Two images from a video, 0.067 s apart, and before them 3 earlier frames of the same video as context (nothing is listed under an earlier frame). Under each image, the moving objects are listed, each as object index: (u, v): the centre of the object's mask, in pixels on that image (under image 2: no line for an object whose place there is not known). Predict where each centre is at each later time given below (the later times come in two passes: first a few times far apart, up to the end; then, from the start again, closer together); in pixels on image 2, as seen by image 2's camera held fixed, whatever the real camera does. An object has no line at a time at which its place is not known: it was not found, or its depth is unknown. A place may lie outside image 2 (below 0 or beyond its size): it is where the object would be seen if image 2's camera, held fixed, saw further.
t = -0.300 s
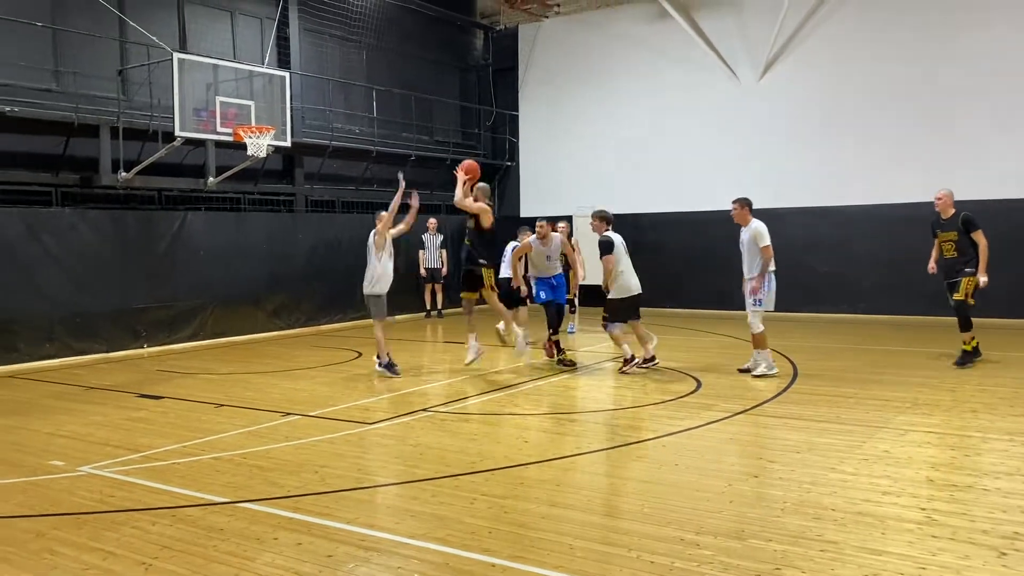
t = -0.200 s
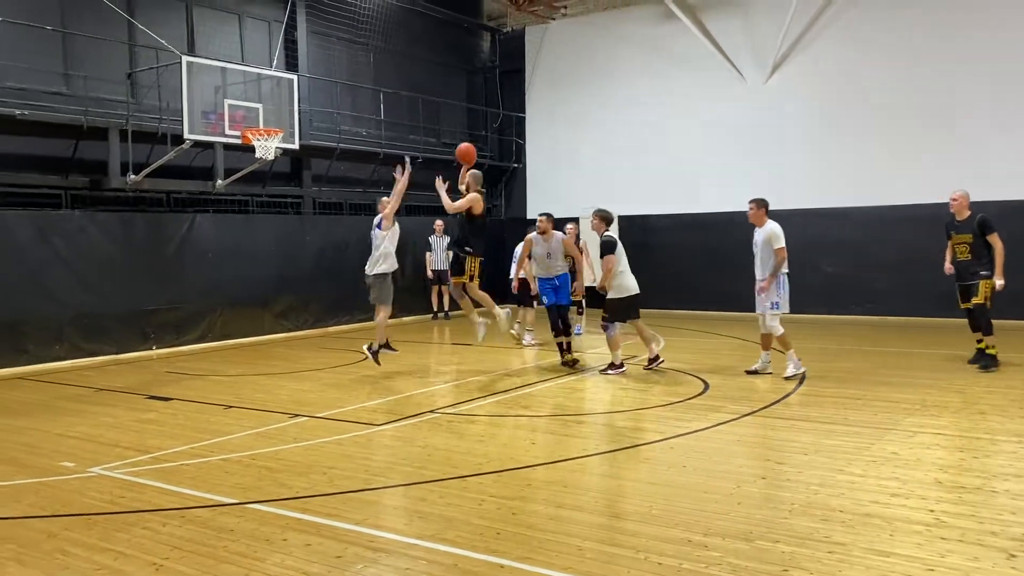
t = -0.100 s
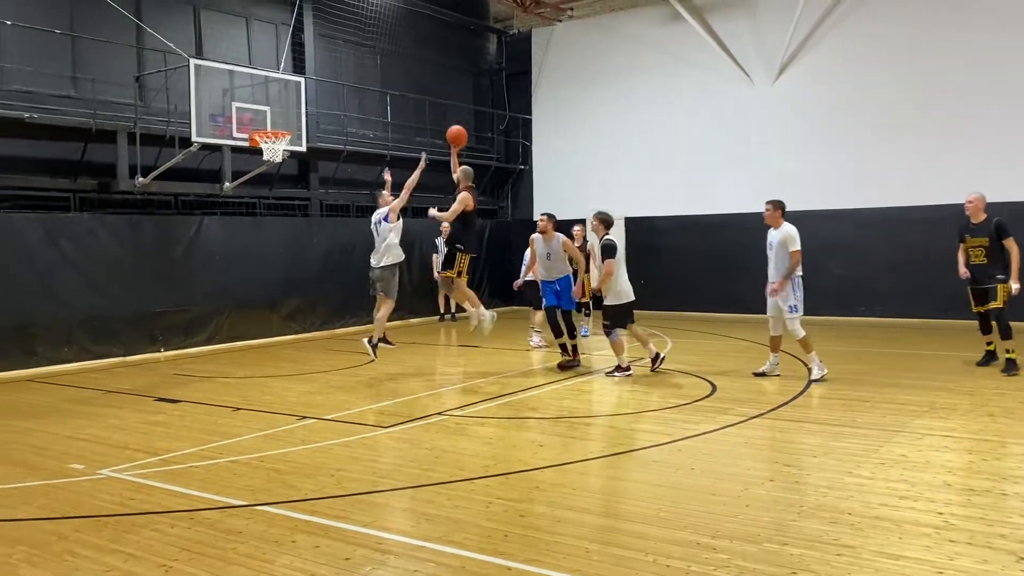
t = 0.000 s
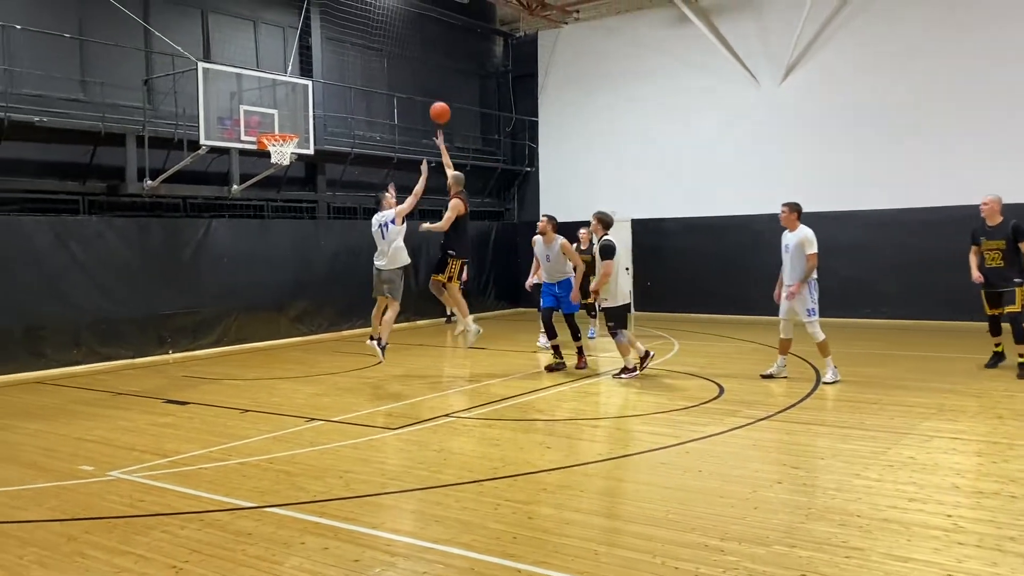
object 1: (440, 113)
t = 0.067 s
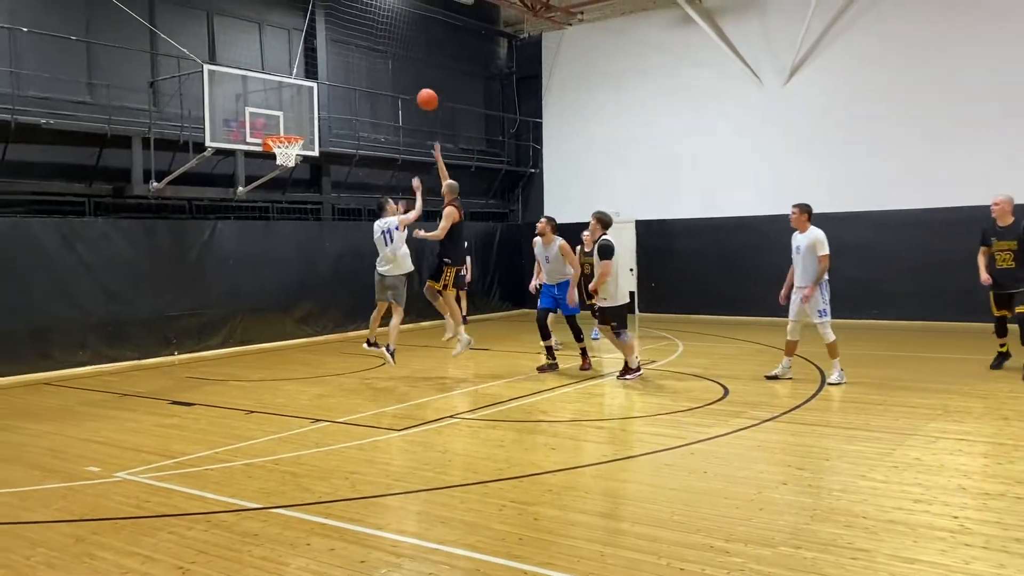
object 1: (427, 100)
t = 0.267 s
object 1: (380, 79)
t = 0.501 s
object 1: (332, 96)
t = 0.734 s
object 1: (305, 117)
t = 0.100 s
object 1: (419, 94)
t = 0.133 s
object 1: (411, 89)
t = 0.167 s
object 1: (403, 85)
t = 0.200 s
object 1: (396, 82)
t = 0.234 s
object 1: (388, 80)
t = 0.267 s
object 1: (380, 79)
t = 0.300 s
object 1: (374, 79)
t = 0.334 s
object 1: (366, 80)
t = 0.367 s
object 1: (359, 82)
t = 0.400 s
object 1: (352, 84)
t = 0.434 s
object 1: (345, 87)
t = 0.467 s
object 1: (338, 91)
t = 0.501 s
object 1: (332, 96)
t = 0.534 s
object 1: (326, 102)
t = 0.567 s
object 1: (319, 109)
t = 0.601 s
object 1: (312, 116)
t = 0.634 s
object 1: (306, 124)
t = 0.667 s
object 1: (303, 127)
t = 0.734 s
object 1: (305, 117)
